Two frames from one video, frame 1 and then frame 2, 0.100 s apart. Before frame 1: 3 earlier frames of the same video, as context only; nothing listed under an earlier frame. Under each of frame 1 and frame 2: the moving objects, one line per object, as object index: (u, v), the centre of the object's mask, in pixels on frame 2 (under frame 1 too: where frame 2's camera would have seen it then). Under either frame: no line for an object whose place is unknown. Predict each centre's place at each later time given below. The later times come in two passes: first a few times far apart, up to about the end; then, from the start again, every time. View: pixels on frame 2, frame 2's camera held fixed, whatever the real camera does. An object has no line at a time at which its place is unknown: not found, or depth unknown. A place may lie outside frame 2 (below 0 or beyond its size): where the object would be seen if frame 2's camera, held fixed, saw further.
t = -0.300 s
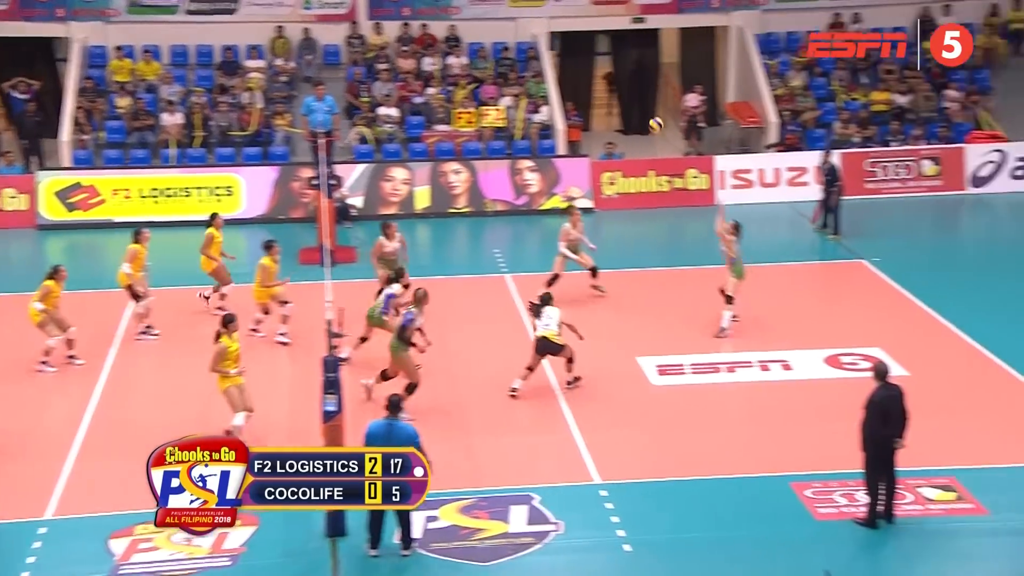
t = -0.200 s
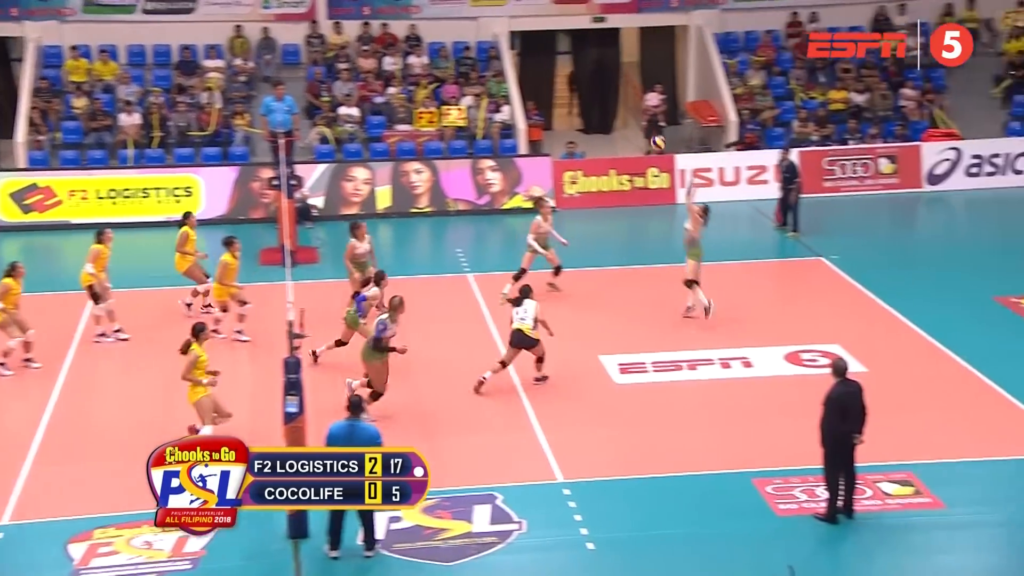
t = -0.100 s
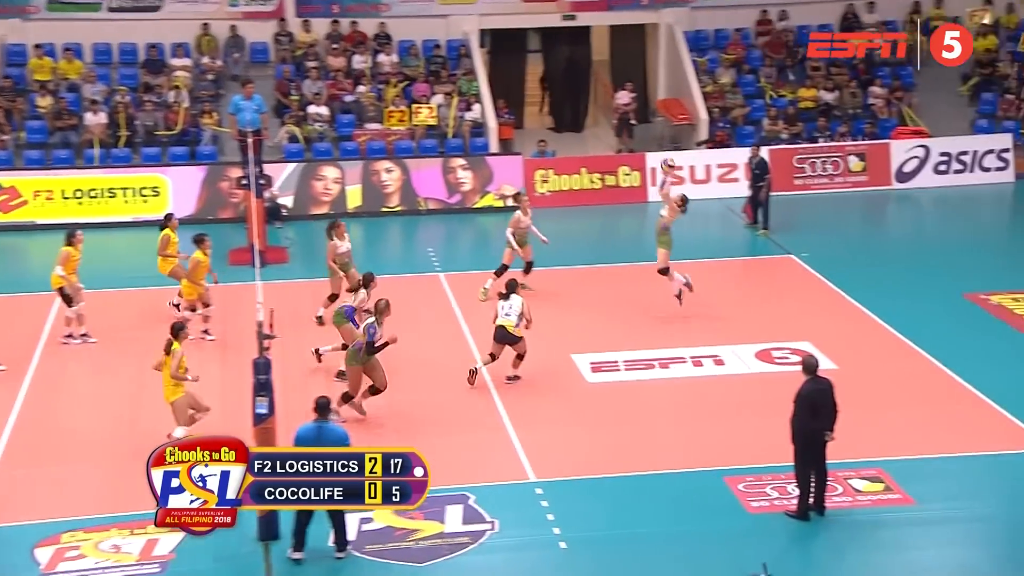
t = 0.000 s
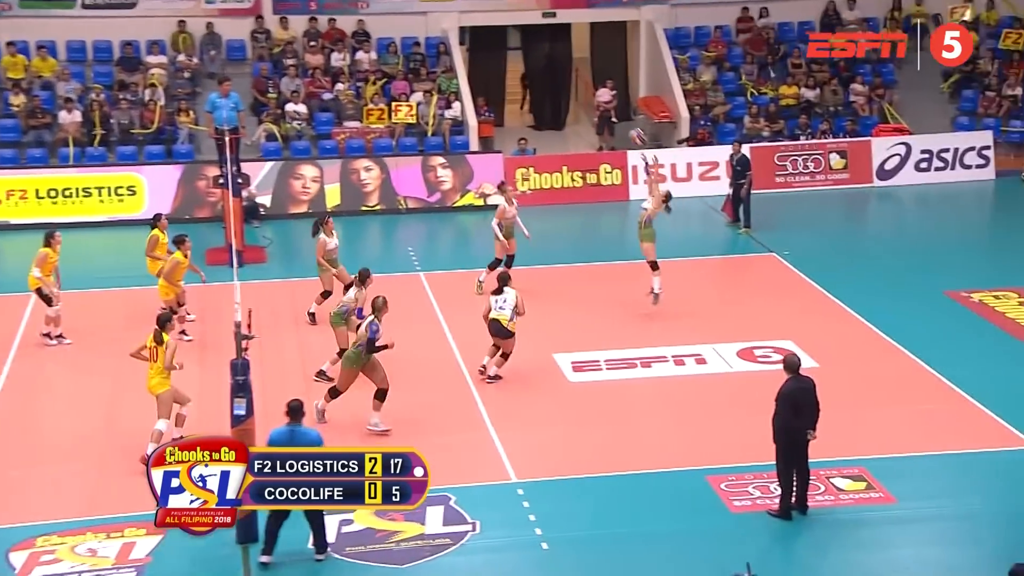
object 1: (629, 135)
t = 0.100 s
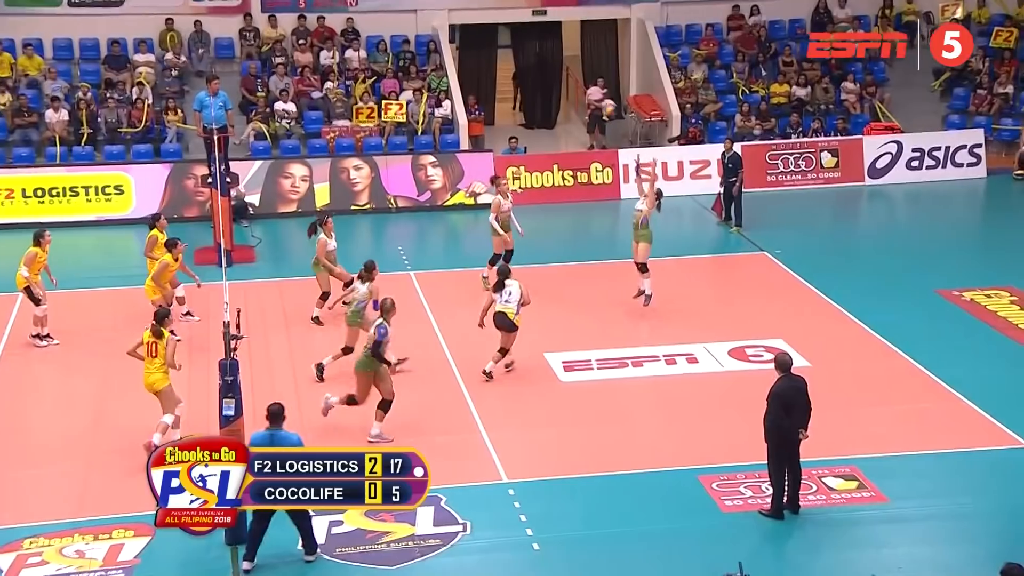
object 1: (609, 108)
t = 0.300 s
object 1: (569, 74)
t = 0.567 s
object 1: (517, 73)
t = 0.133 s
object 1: (601, 99)
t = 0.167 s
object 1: (595, 94)
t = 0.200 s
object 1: (588, 86)
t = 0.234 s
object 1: (582, 81)
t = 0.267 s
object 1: (576, 78)
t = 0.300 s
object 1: (569, 74)
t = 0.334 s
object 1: (561, 71)
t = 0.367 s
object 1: (555, 69)
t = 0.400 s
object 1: (549, 68)
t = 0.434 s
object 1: (543, 68)
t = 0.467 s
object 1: (536, 68)
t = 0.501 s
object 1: (530, 69)
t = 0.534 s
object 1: (524, 70)
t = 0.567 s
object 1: (517, 73)
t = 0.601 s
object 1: (511, 76)
